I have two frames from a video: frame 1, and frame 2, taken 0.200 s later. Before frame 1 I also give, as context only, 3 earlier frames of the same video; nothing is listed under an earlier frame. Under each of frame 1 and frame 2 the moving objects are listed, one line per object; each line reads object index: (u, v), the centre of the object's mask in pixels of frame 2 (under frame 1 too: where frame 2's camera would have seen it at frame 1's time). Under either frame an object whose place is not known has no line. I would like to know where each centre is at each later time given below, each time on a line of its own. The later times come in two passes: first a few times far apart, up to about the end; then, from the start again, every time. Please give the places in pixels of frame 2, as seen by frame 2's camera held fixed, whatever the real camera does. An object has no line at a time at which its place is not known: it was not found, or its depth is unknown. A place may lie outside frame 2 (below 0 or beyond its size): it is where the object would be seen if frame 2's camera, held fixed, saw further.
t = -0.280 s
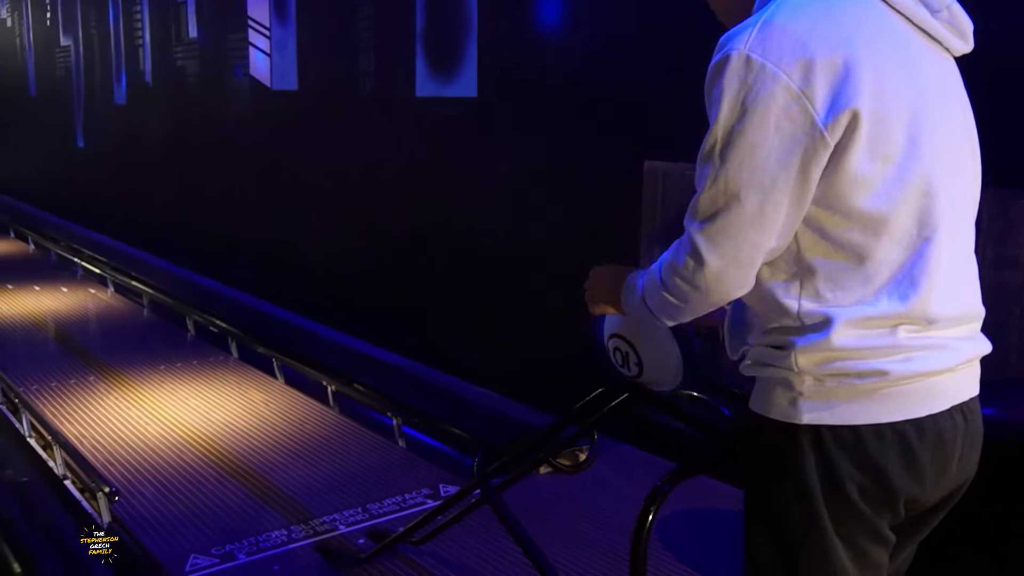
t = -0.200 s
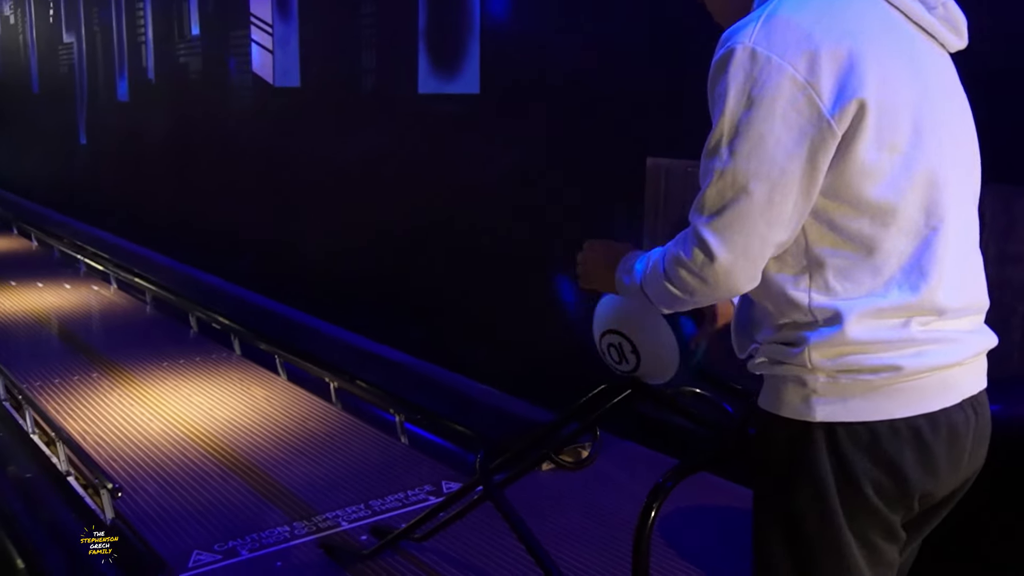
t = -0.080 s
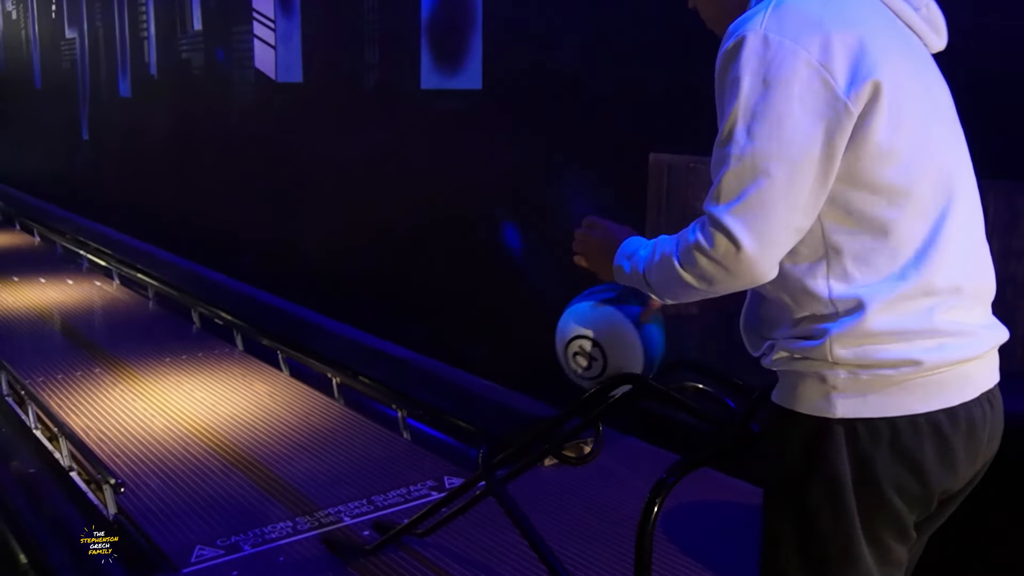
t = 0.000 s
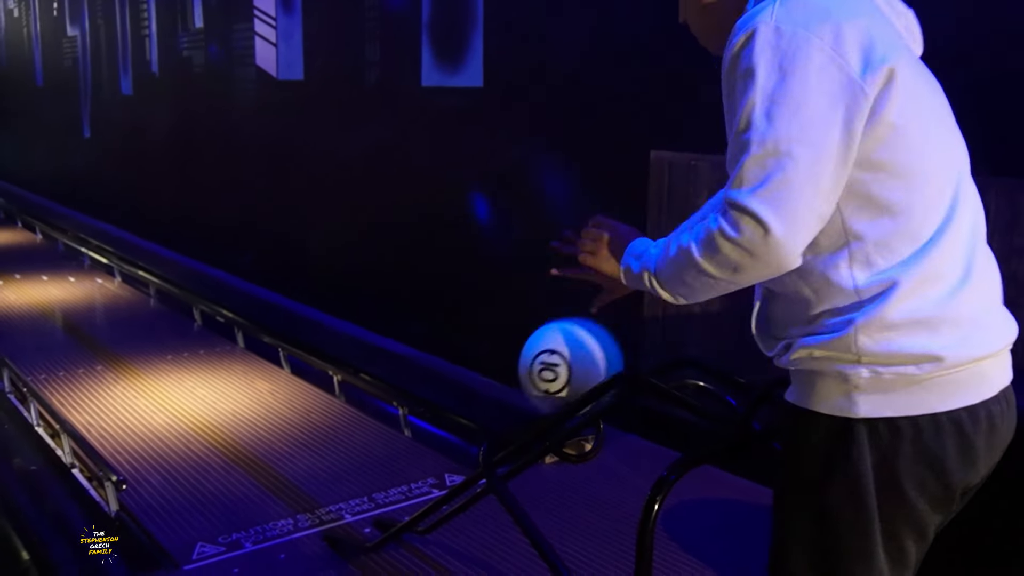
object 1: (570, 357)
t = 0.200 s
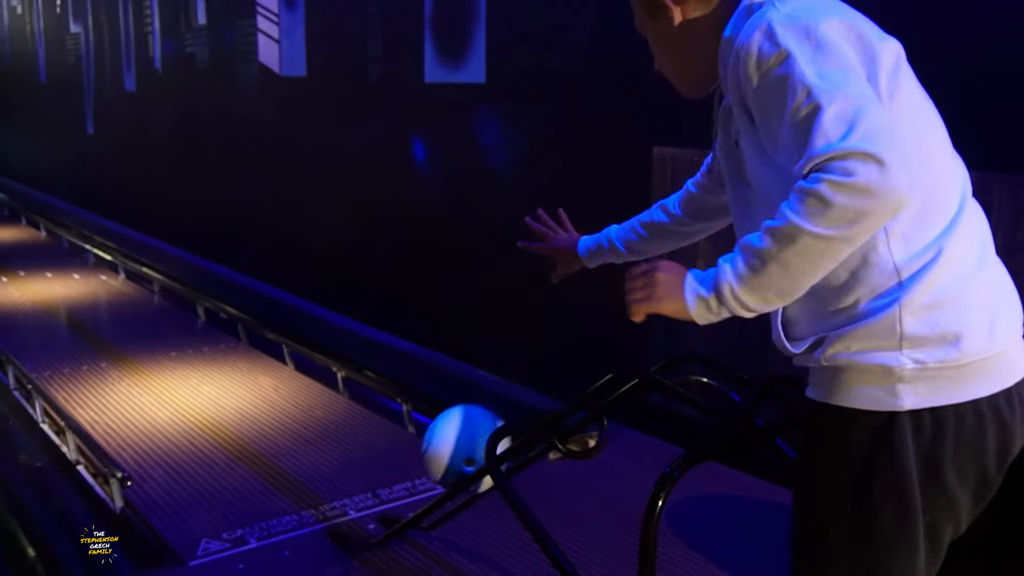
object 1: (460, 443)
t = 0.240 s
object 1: (441, 459)
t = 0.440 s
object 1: (344, 478)
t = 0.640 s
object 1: (271, 437)
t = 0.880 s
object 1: (205, 391)
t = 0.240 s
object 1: (441, 459)
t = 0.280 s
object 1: (420, 476)
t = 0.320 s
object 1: (400, 492)
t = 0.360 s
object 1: (381, 504)
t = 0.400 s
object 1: (364, 493)
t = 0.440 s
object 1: (344, 478)
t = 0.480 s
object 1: (327, 468)
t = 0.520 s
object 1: (313, 464)
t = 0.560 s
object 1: (298, 454)
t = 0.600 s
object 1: (284, 445)
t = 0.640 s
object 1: (271, 437)
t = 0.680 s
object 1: (258, 429)
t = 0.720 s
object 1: (247, 421)
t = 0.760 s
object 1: (235, 413)
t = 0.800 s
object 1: (225, 405)
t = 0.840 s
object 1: (214, 398)
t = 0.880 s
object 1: (205, 391)
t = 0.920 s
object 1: (195, 384)
